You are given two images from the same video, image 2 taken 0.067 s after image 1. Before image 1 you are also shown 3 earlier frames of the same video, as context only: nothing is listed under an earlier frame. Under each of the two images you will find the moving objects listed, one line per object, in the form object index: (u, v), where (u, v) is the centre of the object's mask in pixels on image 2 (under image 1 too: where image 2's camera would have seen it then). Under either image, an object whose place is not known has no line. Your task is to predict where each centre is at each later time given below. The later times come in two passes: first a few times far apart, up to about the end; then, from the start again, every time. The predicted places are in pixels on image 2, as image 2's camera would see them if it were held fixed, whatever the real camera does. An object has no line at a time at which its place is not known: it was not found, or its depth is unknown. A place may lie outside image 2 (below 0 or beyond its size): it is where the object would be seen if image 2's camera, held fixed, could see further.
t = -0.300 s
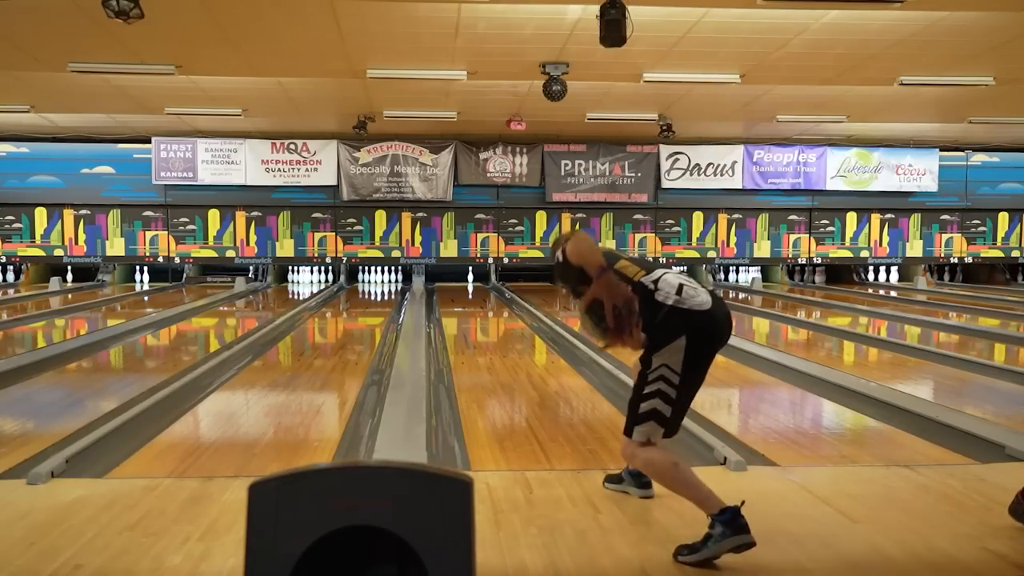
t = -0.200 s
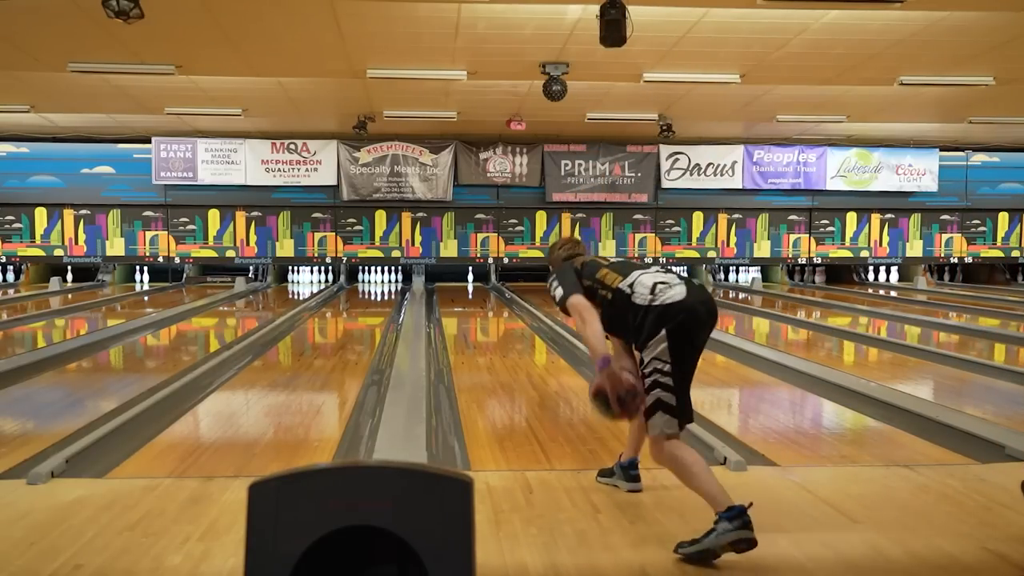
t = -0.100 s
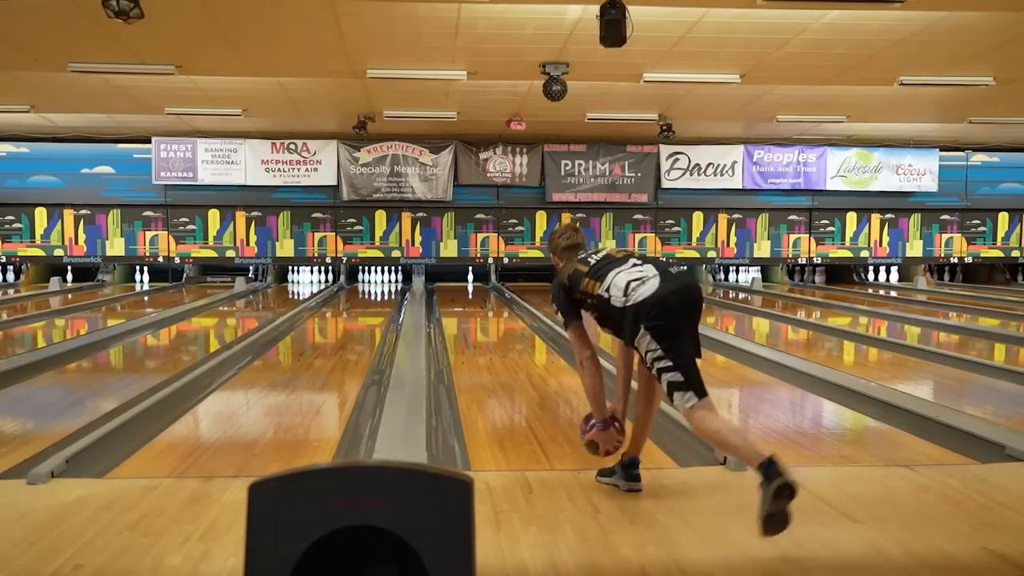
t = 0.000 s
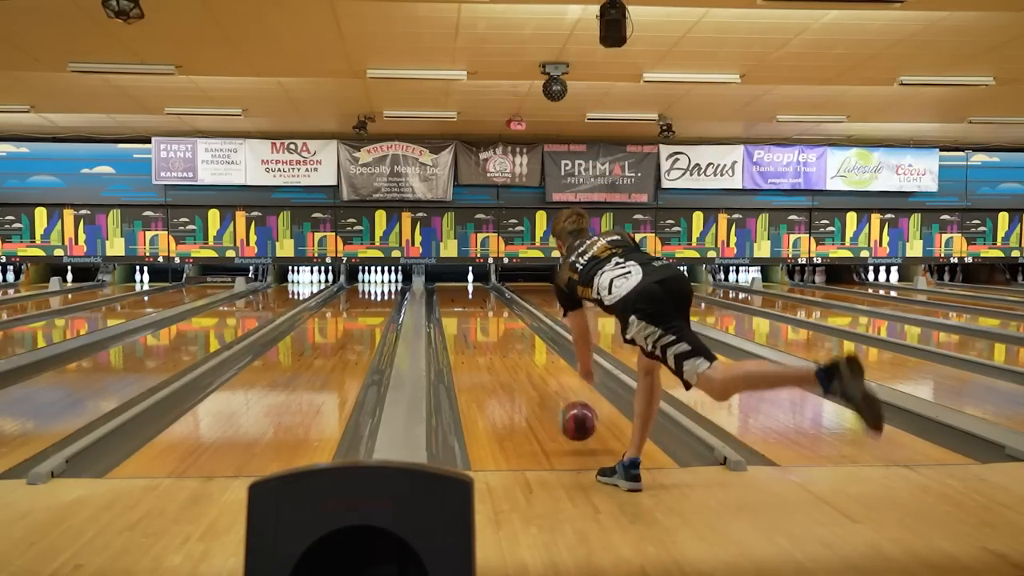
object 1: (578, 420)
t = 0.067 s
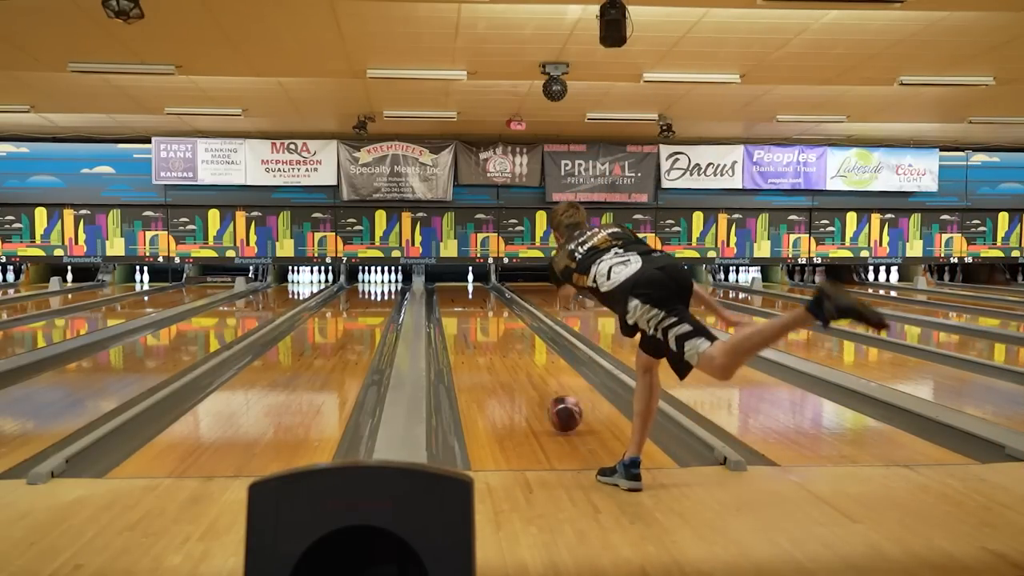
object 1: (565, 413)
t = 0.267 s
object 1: (537, 376)
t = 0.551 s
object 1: (513, 343)
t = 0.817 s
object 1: (498, 323)
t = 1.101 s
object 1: (489, 308)
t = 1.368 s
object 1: (482, 298)
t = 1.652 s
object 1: (478, 290)
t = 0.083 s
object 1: (562, 413)
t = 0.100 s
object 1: (560, 408)
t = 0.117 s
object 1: (557, 403)
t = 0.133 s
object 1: (554, 400)
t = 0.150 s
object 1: (551, 397)
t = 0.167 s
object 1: (549, 394)
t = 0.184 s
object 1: (546, 391)
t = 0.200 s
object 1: (544, 388)
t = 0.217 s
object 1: (542, 385)
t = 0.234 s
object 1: (540, 382)
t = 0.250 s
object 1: (538, 379)
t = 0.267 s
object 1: (537, 376)
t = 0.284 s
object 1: (535, 374)
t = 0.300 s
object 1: (533, 371)
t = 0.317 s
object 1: (531, 369)
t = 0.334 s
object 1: (530, 367)
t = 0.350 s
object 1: (528, 365)
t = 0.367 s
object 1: (526, 363)
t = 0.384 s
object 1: (525, 360)
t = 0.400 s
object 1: (524, 358)
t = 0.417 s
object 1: (522, 356)
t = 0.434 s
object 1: (521, 355)
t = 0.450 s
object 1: (520, 353)
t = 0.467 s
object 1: (519, 351)
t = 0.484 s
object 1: (517, 349)
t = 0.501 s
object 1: (516, 348)
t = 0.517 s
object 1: (515, 346)
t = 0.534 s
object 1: (514, 344)
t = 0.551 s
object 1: (513, 343)
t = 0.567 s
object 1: (512, 341)
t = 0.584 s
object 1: (511, 340)
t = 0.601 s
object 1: (510, 339)
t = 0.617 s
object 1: (509, 337)
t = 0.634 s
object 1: (508, 336)
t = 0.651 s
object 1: (507, 334)
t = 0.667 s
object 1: (506, 333)
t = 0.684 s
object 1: (505, 332)
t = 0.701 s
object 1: (504, 330)
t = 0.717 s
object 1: (503, 329)
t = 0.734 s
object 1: (502, 328)
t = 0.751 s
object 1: (502, 327)
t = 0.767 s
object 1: (501, 325)
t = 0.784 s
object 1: (500, 324)
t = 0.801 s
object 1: (499, 324)
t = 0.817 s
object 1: (498, 323)
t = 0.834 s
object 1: (498, 322)
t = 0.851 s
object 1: (497, 320)
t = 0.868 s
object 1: (497, 319)
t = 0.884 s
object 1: (496, 319)
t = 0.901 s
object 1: (496, 318)
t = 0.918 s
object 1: (495, 317)
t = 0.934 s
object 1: (494, 316)
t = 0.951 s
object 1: (493, 315)
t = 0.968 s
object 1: (493, 314)
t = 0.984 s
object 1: (492, 314)
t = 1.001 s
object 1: (492, 313)
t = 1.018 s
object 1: (492, 311)
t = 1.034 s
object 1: (491, 311)
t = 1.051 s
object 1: (491, 311)
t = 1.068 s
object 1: (490, 309)
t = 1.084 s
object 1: (489, 309)
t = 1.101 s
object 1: (489, 308)
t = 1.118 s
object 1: (488, 308)
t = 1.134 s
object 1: (488, 307)
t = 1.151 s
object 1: (487, 306)
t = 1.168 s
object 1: (487, 305)
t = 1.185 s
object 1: (487, 305)
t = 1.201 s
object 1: (486, 304)
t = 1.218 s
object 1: (486, 304)
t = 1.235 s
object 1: (485, 303)
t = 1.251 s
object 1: (485, 303)
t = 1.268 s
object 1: (485, 303)
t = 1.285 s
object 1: (484, 302)
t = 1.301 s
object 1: (483, 301)
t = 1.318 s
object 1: (483, 301)
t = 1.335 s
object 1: (483, 301)
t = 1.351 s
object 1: (483, 300)
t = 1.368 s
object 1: (482, 298)
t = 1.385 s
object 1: (482, 298)
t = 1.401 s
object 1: (481, 297)
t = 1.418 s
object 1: (482, 298)
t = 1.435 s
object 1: (481, 297)
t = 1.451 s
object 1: (481, 295)
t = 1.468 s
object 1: (481, 295)
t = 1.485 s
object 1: (481, 295)
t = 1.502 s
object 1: (481, 295)
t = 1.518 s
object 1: (480, 294)
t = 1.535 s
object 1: (480, 294)
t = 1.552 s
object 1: (480, 293)
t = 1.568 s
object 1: (480, 293)
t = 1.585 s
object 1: (480, 293)
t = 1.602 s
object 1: (480, 293)
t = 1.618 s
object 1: (478, 292)
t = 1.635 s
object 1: (479, 292)
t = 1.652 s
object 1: (478, 290)
